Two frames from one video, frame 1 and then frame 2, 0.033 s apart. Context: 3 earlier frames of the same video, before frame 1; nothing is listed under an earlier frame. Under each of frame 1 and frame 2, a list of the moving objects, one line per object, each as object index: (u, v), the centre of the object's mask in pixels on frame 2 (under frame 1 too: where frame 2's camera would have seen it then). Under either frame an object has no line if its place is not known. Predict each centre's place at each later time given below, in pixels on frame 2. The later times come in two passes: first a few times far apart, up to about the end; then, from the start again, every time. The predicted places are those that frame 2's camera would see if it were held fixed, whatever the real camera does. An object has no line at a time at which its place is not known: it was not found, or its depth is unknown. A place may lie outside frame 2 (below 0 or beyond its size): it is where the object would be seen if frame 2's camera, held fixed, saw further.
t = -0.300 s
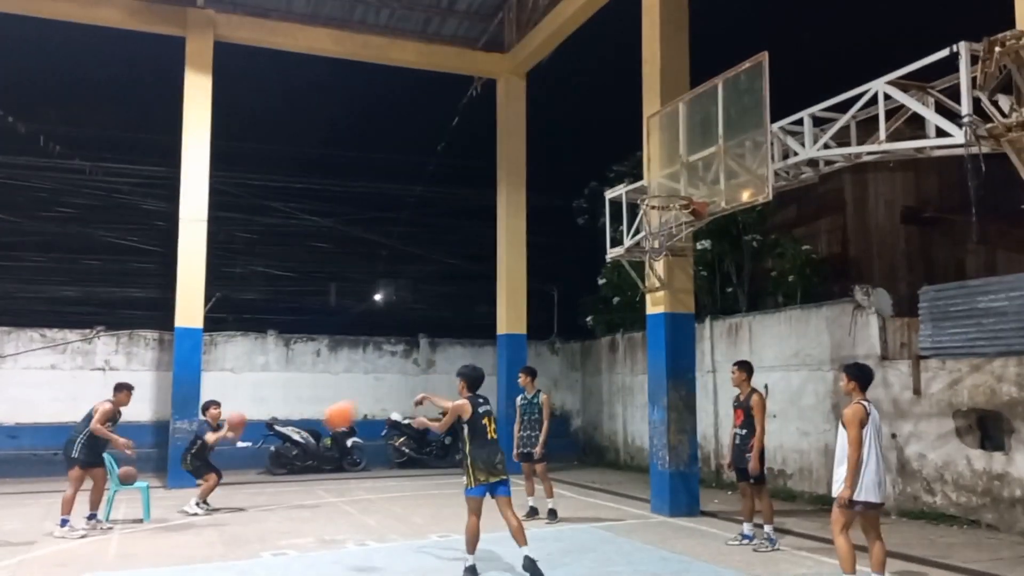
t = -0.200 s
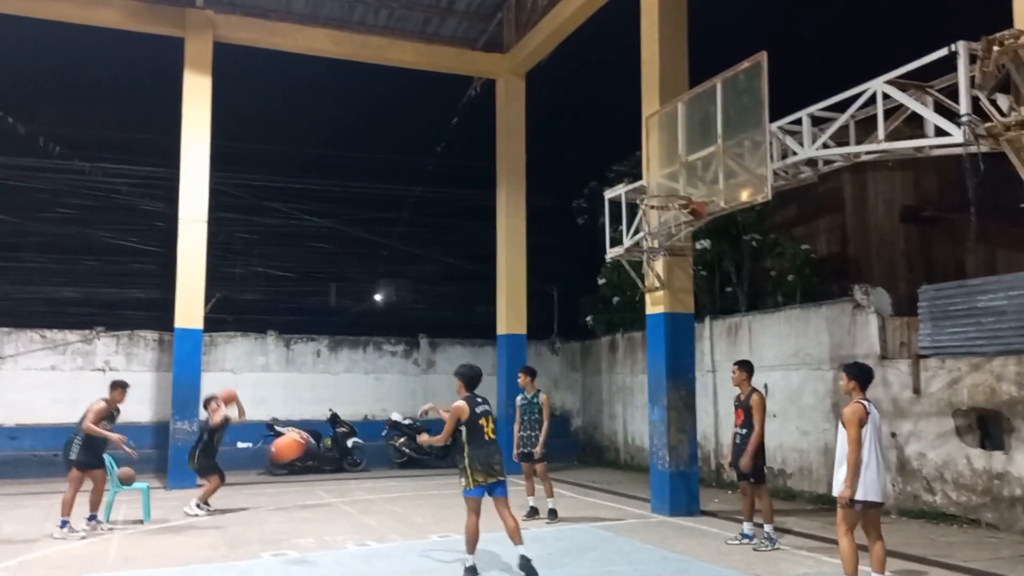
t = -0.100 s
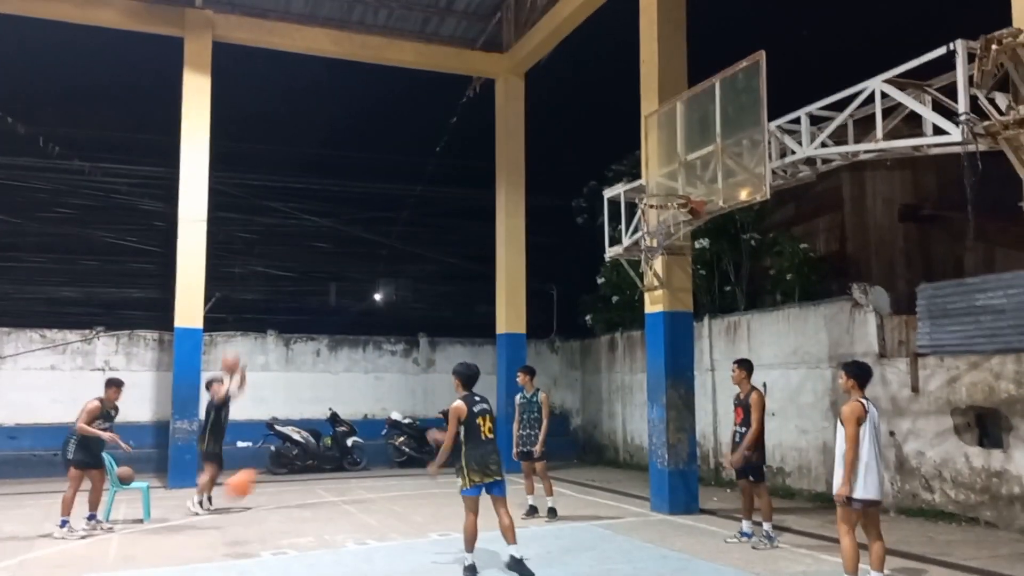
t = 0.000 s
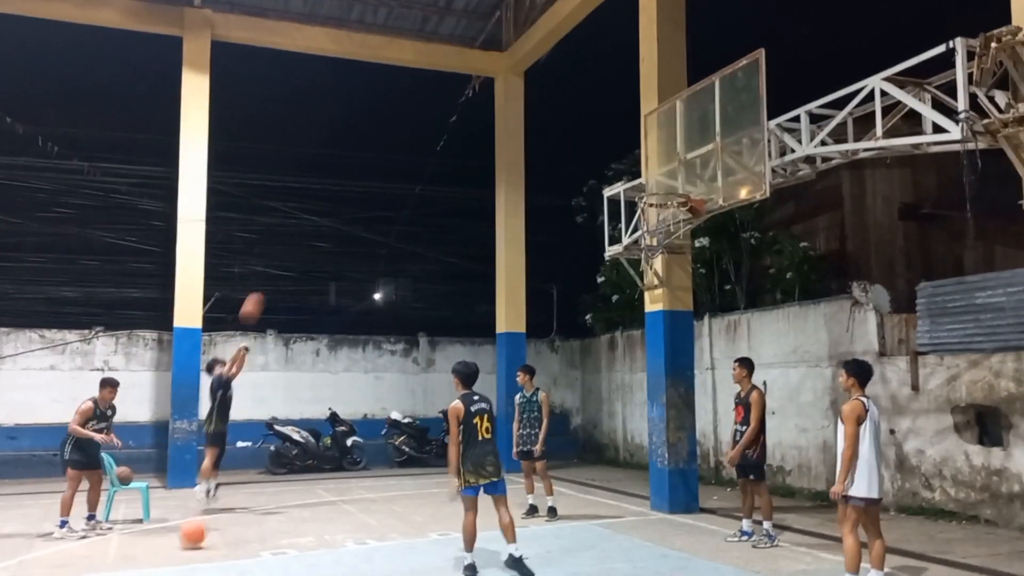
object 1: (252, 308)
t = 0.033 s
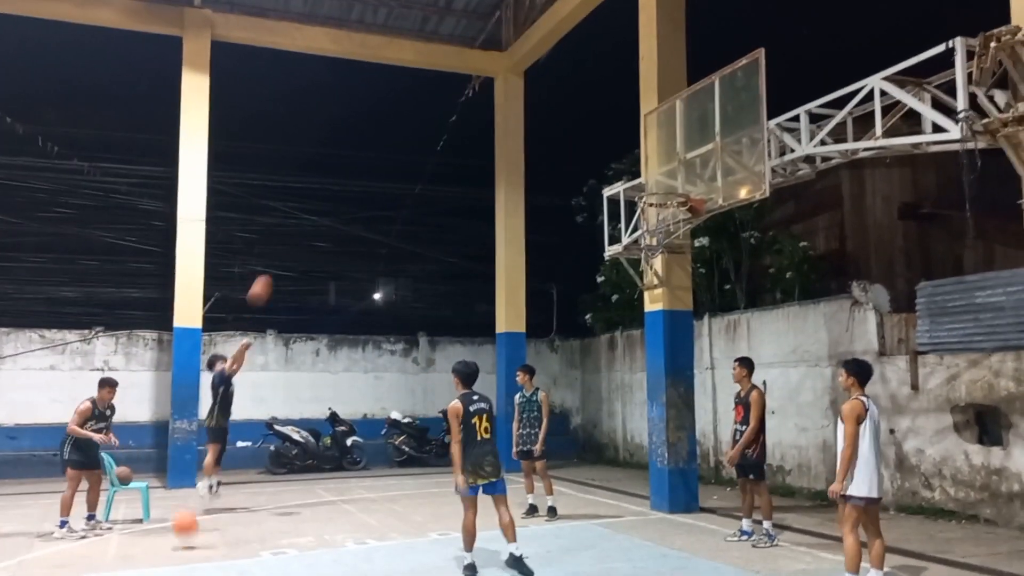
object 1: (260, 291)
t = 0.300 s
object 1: (331, 173)
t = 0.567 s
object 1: (405, 101)
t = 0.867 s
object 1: (503, 84)
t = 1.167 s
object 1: (616, 162)
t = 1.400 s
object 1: (648, 166)
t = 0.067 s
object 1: (269, 273)
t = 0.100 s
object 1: (278, 256)
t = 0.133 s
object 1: (286, 241)
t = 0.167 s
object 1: (295, 227)
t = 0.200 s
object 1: (304, 211)
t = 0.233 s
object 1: (313, 199)
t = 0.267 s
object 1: (322, 185)
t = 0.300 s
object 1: (331, 173)
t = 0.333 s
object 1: (340, 161)
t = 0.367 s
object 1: (349, 151)
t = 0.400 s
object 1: (358, 141)
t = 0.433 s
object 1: (367, 131)
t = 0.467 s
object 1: (376, 122)
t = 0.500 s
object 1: (386, 114)
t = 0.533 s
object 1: (395, 108)
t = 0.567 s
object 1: (405, 101)
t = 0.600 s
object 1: (415, 95)
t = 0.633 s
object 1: (425, 91)
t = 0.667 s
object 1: (435, 87)
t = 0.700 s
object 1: (445, 85)
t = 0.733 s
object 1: (456, 83)
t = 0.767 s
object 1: (466, 82)
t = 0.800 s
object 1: (478, 82)
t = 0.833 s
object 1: (490, 82)
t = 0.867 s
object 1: (503, 84)
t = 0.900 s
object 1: (511, 87)
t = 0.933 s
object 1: (525, 94)
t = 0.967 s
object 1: (537, 100)
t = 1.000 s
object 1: (550, 107)
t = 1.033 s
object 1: (562, 115)
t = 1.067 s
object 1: (576, 125)
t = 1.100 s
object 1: (589, 136)
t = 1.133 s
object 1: (603, 148)
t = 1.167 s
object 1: (616, 162)
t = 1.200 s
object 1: (629, 175)
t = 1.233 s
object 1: (639, 184)
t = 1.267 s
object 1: (640, 179)
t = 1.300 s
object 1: (642, 175)
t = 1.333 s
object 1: (644, 171)
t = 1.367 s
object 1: (646, 168)
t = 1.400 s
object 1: (648, 166)
